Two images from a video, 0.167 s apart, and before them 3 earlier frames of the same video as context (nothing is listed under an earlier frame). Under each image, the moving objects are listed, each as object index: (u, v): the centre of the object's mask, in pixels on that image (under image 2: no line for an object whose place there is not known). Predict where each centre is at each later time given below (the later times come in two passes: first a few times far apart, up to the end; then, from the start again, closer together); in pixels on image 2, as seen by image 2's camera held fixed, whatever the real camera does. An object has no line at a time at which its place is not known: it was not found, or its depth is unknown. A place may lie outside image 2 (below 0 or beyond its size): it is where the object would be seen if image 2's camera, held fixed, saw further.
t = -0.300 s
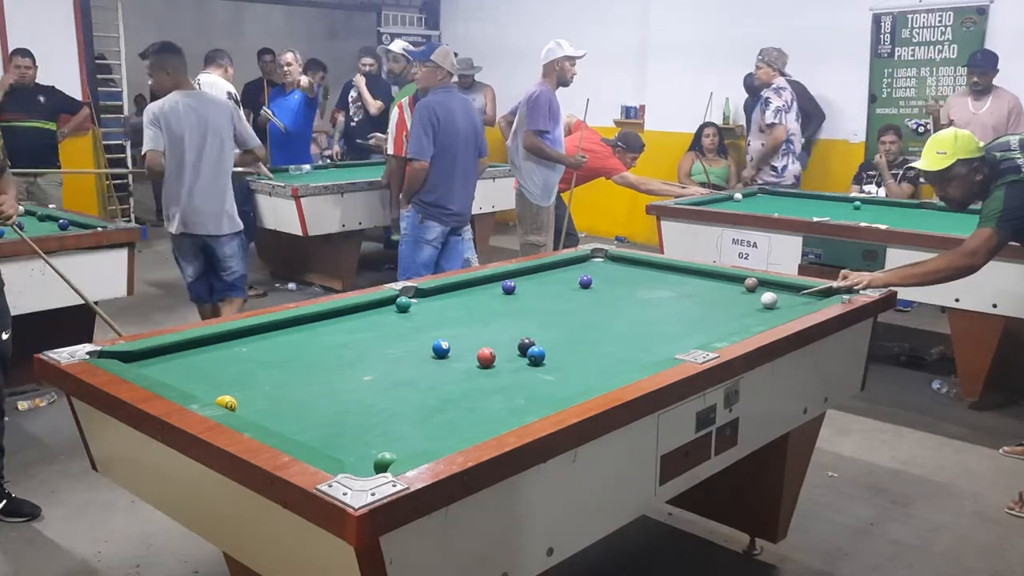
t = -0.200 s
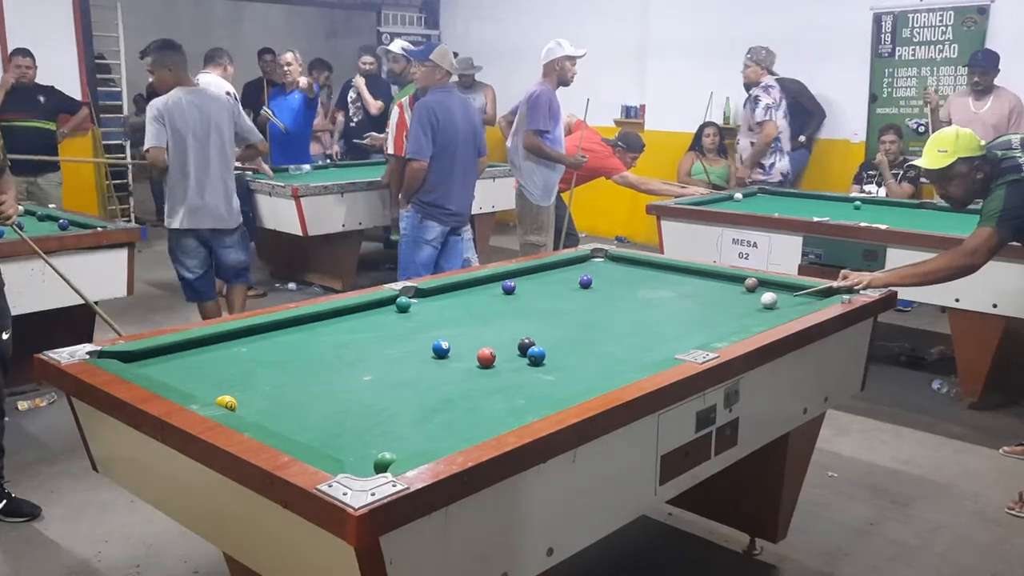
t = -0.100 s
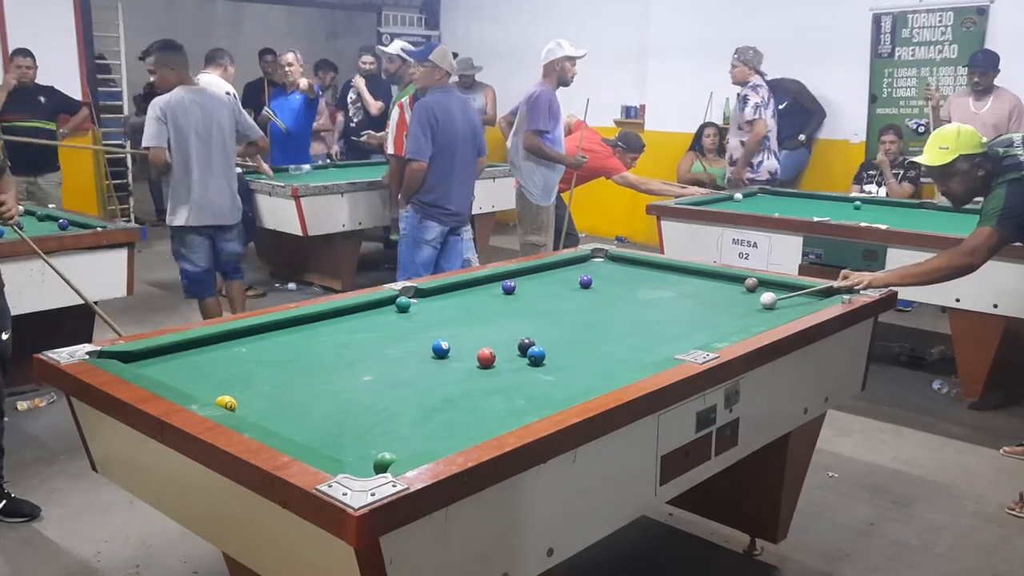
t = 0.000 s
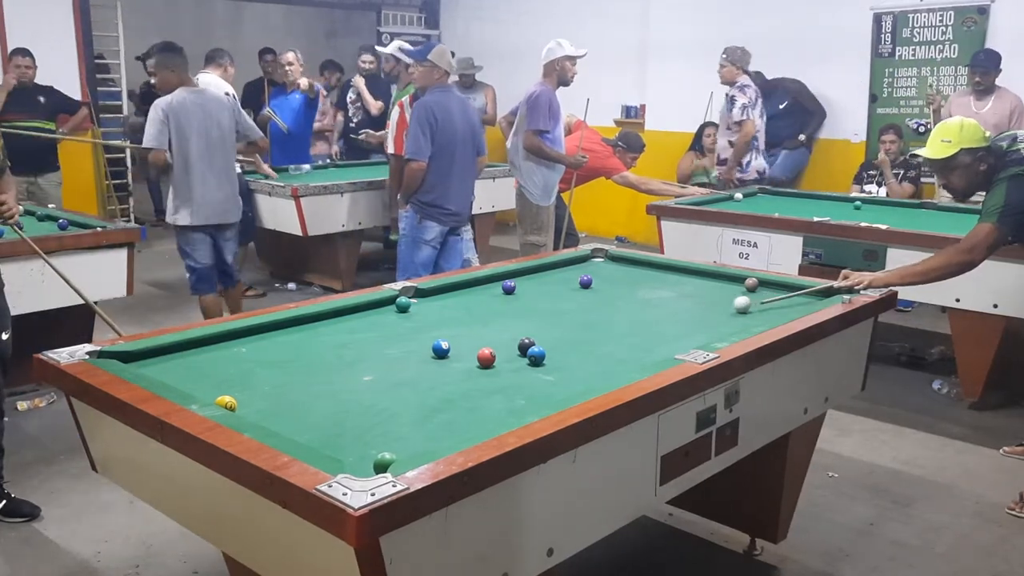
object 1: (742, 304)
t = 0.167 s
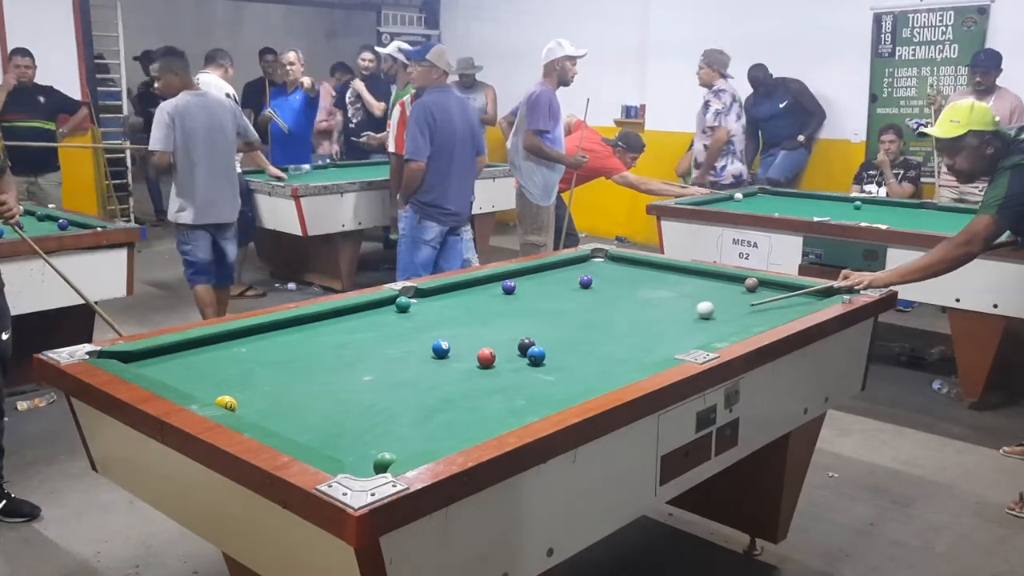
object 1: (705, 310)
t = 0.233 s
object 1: (691, 312)
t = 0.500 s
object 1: (629, 321)
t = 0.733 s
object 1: (574, 329)
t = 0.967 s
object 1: (515, 337)
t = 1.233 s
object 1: (458, 349)
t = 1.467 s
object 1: (441, 358)
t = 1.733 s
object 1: (420, 367)
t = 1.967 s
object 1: (402, 375)
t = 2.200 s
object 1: (385, 383)
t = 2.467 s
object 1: (365, 392)
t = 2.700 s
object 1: (348, 399)
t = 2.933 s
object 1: (332, 406)
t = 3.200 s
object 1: (316, 413)
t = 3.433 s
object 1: (303, 417)
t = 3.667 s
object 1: (293, 422)
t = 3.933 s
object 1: (284, 424)
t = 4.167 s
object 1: (278, 424)
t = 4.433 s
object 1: (281, 424)
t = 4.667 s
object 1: (280, 424)
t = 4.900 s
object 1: (280, 424)
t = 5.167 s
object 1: (279, 424)
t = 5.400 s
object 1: (280, 424)
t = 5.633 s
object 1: (280, 424)
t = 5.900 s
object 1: (280, 424)
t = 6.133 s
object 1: (280, 424)
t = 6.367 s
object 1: (280, 424)
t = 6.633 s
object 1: (280, 424)
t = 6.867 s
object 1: (280, 424)
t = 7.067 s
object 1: (285, 426)
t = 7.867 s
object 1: (279, 424)
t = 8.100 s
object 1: (279, 424)
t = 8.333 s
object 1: (279, 424)
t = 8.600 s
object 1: (279, 424)
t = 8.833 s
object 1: (279, 424)
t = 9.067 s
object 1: (279, 424)
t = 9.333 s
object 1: (280, 424)
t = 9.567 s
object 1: (279, 424)
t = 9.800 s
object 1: (279, 424)
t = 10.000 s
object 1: (279, 424)
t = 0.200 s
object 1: (698, 311)
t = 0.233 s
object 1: (691, 312)
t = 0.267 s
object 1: (683, 313)
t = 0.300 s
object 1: (676, 314)
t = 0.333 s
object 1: (668, 315)
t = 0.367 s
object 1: (660, 317)
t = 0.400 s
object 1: (652, 318)
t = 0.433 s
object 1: (645, 319)
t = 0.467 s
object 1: (637, 320)
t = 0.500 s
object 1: (629, 321)
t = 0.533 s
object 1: (621, 322)
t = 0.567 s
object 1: (614, 323)
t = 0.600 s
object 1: (606, 325)
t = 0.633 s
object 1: (598, 326)
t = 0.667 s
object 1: (590, 327)
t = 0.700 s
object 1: (582, 328)
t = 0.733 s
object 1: (574, 329)
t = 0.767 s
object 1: (566, 331)
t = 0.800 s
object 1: (558, 332)
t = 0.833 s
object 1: (549, 333)
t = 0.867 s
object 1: (541, 335)
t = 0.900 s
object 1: (534, 334)
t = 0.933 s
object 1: (524, 333)
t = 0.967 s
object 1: (515, 337)
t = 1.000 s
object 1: (508, 340)
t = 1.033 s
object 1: (500, 341)
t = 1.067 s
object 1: (491, 340)
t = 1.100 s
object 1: (482, 341)
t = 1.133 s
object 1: (473, 344)
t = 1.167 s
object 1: (465, 347)
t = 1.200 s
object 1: (460, 348)
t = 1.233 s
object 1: (458, 349)
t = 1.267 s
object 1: (456, 351)
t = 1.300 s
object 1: (453, 352)
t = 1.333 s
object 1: (450, 353)
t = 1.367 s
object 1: (448, 354)
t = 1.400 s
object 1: (446, 355)
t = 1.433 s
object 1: (443, 357)
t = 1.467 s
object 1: (441, 358)
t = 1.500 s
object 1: (438, 359)
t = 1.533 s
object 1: (435, 360)
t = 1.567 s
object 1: (433, 362)
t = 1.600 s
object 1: (430, 363)
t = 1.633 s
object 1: (428, 364)
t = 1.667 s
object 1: (425, 365)
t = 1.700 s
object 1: (423, 366)
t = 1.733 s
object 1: (420, 367)
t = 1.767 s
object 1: (417, 369)
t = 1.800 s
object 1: (415, 370)
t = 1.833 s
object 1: (412, 371)
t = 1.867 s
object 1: (410, 372)
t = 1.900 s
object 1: (407, 373)
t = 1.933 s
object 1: (404, 374)
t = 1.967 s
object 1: (402, 375)
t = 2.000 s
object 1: (400, 377)
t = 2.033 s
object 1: (397, 378)
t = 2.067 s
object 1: (395, 379)
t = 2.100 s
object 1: (392, 380)
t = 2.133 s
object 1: (390, 381)
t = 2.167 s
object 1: (387, 382)
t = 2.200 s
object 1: (385, 383)
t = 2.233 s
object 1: (382, 384)
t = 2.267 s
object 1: (379, 386)
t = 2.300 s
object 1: (377, 387)
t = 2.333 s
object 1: (374, 387)
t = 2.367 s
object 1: (372, 388)
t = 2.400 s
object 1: (370, 389)
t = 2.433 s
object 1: (367, 390)
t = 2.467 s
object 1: (365, 392)
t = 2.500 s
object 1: (362, 393)
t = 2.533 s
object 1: (360, 394)
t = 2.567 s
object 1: (358, 395)
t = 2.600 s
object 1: (355, 396)
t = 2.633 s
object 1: (353, 397)
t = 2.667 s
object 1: (351, 398)
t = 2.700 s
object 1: (348, 399)
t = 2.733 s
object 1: (346, 400)
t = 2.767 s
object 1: (343, 401)
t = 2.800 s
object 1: (341, 402)
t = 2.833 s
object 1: (339, 403)
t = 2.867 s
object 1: (337, 404)
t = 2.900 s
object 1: (334, 405)
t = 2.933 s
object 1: (332, 406)
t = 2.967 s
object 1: (330, 406)
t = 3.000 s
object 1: (328, 408)
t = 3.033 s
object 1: (326, 408)
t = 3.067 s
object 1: (324, 409)
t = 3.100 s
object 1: (322, 410)
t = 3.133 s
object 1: (320, 411)
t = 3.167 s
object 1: (318, 412)
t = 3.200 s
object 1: (316, 413)
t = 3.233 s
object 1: (314, 413)
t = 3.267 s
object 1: (312, 414)
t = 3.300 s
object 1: (310, 415)
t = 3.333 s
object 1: (308, 415)
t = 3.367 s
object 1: (307, 416)
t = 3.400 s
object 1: (305, 417)
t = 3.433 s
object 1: (303, 417)
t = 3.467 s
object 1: (302, 418)
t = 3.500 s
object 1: (300, 419)
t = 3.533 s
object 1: (299, 419)
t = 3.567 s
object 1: (297, 420)
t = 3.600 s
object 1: (296, 421)
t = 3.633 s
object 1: (294, 421)
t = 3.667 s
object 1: (293, 422)
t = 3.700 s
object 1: (292, 423)
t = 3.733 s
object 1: (290, 423)
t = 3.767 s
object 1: (289, 423)
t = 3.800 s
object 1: (288, 423)
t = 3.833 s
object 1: (287, 423)
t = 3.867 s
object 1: (285, 424)
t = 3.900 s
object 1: (284, 424)
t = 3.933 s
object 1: (284, 424)
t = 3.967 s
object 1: (282, 424)
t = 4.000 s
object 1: (282, 424)
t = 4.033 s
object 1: (280, 424)
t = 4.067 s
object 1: (280, 424)
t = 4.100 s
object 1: (279, 424)
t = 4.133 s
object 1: (278, 424)
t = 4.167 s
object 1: (278, 424)
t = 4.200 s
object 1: (279, 424)
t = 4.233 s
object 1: (279, 424)
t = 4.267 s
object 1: (280, 424)
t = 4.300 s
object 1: (280, 424)
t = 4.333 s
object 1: (280, 424)
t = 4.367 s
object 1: (281, 424)
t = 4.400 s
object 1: (281, 424)
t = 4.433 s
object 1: (281, 424)
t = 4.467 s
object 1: (281, 424)
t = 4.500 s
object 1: (281, 424)
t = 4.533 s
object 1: (281, 424)
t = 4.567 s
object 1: (281, 424)
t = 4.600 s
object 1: (280, 424)
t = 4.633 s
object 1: (280, 424)
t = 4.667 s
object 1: (280, 424)
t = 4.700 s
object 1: (280, 424)
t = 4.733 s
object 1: (280, 424)
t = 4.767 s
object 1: (280, 424)
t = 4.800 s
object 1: (280, 424)
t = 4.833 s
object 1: (280, 424)
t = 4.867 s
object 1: (280, 424)
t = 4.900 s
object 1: (280, 424)
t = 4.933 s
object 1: (280, 424)
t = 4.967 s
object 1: (280, 424)
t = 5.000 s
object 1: (280, 424)
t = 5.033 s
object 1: (280, 424)
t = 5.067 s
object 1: (280, 424)
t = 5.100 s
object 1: (280, 424)
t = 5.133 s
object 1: (280, 424)
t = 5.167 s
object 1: (279, 424)
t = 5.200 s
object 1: (280, 424)
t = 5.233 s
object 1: (280, 424)
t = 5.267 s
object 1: (280, 424)
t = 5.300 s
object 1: (279, 424)
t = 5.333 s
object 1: (279, 424)
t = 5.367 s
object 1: (280, 424)
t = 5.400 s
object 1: (280, 424)
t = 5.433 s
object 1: (280, 424)
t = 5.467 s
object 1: (280, 424)
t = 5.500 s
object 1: (280, 424)
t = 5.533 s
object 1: (280, 424)
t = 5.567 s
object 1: (280, 424)
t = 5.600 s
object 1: (280, 424)
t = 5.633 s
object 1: (280, 424)
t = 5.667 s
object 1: (280, 424)
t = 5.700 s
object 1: (280, 424)
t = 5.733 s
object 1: (280, 424)
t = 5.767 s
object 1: (280, 424)
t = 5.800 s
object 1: (280, 424)
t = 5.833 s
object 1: (280, 424)
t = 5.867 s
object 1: (280, 424)
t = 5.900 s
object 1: (280, 424)
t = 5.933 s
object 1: (280, 424)
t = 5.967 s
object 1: (280, 424)
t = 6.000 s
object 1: (280, 424)
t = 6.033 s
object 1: (280, 424)
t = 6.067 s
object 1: (280, 424)
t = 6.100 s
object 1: (280, 424)
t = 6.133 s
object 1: (280, 424)
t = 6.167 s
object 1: (280, 424)
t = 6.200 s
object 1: (280, 424)
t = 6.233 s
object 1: (280, 424)
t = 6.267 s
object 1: (280, 424)
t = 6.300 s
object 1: (280, 424)
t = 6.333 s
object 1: (280, 424)
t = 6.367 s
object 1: (280, 424)
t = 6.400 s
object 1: (280, 424)
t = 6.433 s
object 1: (280, 424)
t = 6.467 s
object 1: (280, 424)
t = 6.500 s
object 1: (280, 424)
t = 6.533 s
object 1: (280, 424)
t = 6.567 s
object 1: (280, 424)
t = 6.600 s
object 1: (280, 424)
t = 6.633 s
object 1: (280, 424)
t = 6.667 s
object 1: (280, 424)
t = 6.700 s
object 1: (280, 424)
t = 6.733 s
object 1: (280, 424)
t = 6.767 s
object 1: (280, 424)
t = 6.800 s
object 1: (280, 424)
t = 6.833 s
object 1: (280, 424)
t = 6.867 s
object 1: (280, 424)
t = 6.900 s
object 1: (280, 424)
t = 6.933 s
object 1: (280, 424)
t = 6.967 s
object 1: (280, 424)
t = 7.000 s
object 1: (280, 424)
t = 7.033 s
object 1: (277, 423)
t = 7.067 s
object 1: (285, 426)
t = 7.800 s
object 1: (284, 425)
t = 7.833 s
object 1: (280, 424)
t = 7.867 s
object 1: (279, 424)
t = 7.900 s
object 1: (279, 424)
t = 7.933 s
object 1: (279, 424)
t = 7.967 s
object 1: (279, 424)
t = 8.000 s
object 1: (279, 424)
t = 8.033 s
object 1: (279, 424)
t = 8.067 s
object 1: (279, 424)
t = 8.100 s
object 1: (279, 424)
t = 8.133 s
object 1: (279, 424)
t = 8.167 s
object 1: (279, 424)
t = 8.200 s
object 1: (279, 424)
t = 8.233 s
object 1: (279, 424)
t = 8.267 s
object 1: (279, 424)
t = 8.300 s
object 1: (279, 424)
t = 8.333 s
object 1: (279, 424)
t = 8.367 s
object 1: (279, 424)
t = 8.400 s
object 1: (279, 424)
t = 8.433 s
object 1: (279, 424)
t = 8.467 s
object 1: (279, 424)
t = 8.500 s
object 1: (279, 424)
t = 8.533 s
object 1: (279, 424)
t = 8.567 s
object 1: (279, 424)
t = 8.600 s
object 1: (279, 424)
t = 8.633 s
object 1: (280, 424)
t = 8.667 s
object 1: (280, 424)
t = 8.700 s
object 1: (280, 424)
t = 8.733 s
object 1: (279, 424)
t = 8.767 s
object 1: (279, 424)
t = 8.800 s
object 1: (280, 424)
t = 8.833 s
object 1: (279, 424)
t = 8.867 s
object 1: (279, 424)
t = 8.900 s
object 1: (279, 424)
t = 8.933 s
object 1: (280, 424)
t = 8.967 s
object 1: (279, 424)
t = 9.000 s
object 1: (279, 424)
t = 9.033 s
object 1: (279, 424)
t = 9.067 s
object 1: (279, 424)
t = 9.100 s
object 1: (279, 424)
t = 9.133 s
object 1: (279, 424)
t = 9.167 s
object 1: (279, 424)
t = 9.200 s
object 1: (279, 424)
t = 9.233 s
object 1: (279, 424)
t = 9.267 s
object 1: (279, 424)
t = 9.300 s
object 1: (279, 424)
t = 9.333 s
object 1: (280, 424)
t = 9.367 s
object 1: (280, 424)
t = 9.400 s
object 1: (280, 424)
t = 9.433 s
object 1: (279, 424)
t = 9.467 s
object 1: (279, 424)
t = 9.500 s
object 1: (279, 423)
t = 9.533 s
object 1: (279, 423)
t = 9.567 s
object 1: (279, 424)
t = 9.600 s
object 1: (279, 424)
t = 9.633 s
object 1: (279, 424)
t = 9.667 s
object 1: (279, 424)
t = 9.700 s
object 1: (279, 424)
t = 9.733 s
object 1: (279, 424)
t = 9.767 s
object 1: (279, 424)
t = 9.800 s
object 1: (279, 424)
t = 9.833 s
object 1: (279, 424)
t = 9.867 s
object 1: (279, 424)
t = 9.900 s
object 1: (279, 424)
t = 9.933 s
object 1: (279, 424)
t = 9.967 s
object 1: (279, 424)
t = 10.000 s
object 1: (279, 424)
